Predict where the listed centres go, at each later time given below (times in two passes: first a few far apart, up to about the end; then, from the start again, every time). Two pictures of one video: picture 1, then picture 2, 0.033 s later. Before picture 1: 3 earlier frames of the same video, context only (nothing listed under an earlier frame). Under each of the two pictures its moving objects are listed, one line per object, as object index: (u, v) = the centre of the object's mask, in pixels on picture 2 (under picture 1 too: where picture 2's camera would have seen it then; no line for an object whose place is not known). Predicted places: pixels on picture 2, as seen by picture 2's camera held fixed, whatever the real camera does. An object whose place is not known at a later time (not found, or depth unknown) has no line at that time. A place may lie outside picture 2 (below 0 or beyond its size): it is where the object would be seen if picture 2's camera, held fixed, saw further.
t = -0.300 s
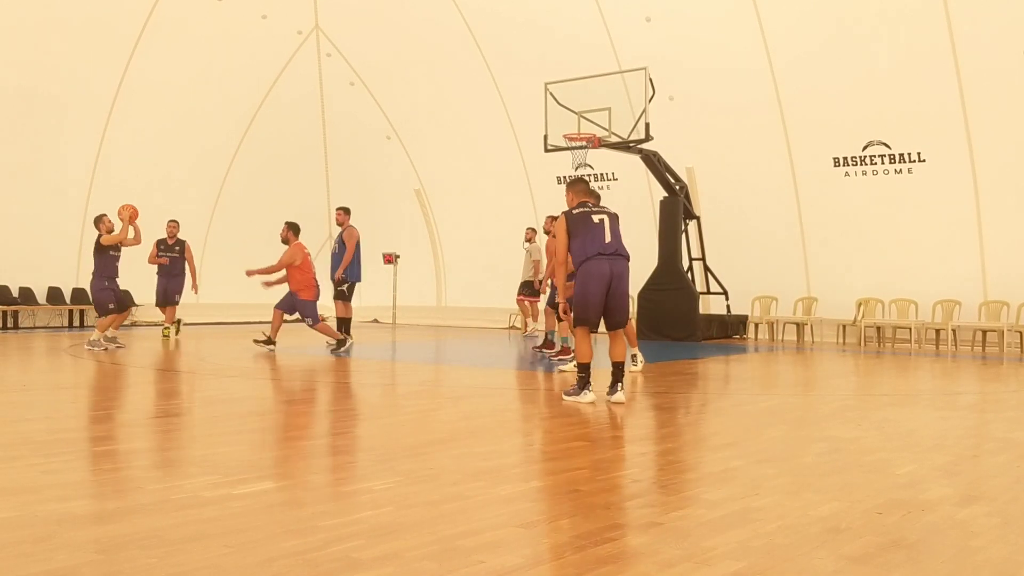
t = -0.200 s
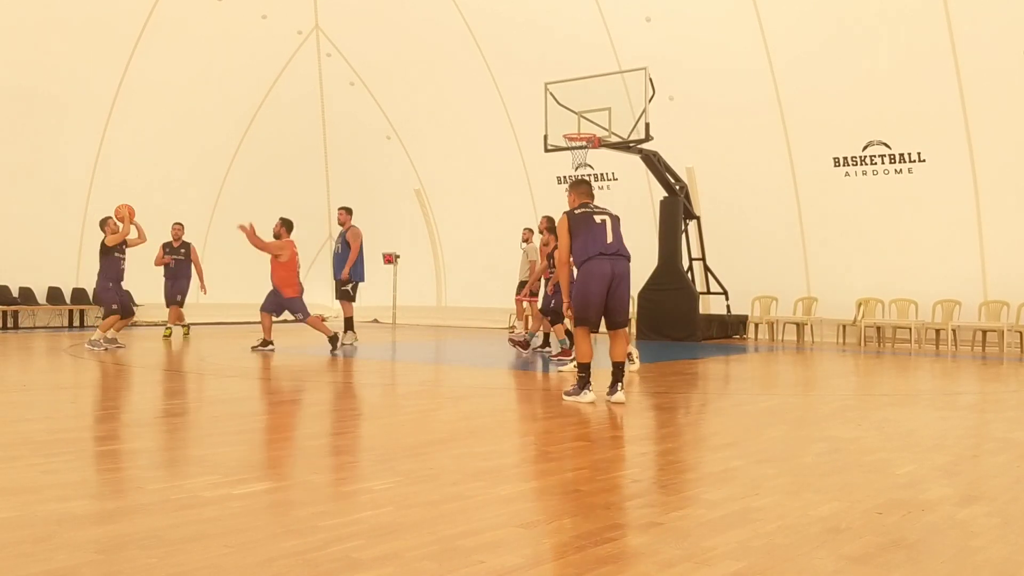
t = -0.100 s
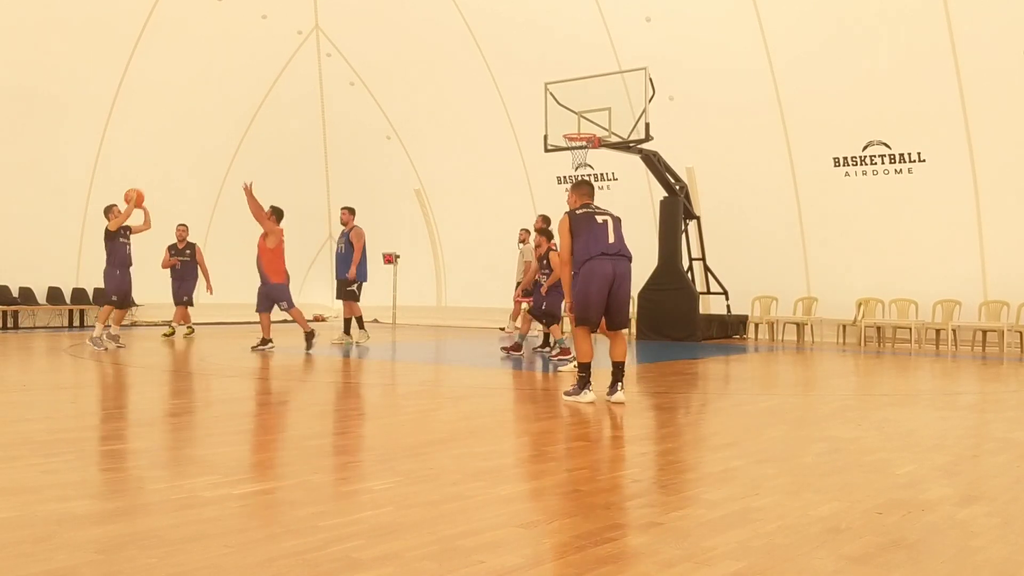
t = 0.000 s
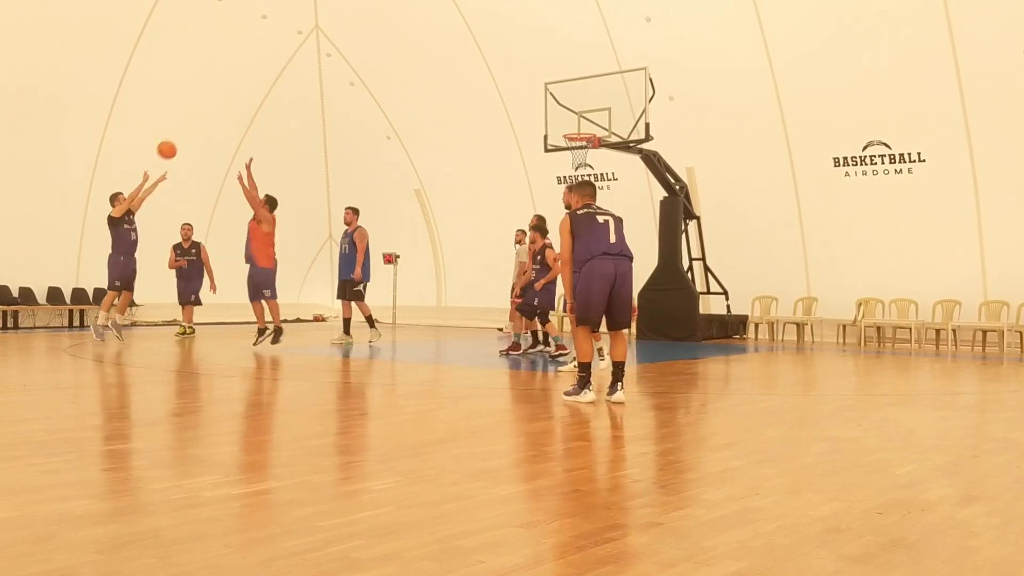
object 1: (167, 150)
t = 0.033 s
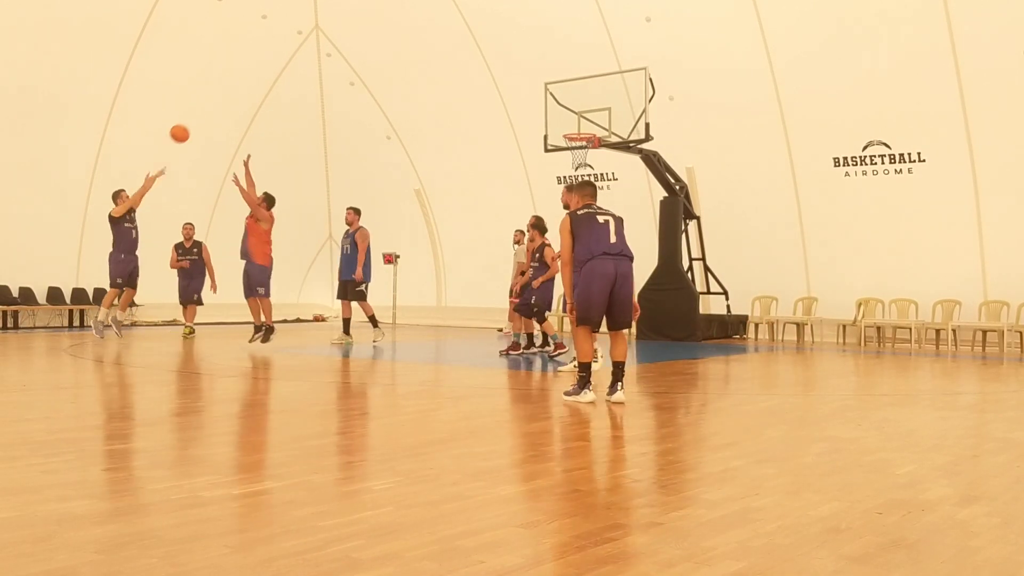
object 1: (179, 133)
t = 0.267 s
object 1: (265, 47)
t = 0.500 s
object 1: (344, 6)
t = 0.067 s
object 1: (192, 118)
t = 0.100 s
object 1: (205, 104)
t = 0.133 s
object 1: (217, 91)
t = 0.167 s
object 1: (229, 78)
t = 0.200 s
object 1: (241, 67)
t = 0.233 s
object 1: (253, 56)
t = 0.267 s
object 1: (265, 47)
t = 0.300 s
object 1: (277, 38)
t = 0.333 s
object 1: (288, 31)
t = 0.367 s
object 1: (300, 24)
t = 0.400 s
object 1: (311, 18)
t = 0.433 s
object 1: (322, 13)
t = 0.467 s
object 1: (333, 9)
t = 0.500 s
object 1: (344, 6)
